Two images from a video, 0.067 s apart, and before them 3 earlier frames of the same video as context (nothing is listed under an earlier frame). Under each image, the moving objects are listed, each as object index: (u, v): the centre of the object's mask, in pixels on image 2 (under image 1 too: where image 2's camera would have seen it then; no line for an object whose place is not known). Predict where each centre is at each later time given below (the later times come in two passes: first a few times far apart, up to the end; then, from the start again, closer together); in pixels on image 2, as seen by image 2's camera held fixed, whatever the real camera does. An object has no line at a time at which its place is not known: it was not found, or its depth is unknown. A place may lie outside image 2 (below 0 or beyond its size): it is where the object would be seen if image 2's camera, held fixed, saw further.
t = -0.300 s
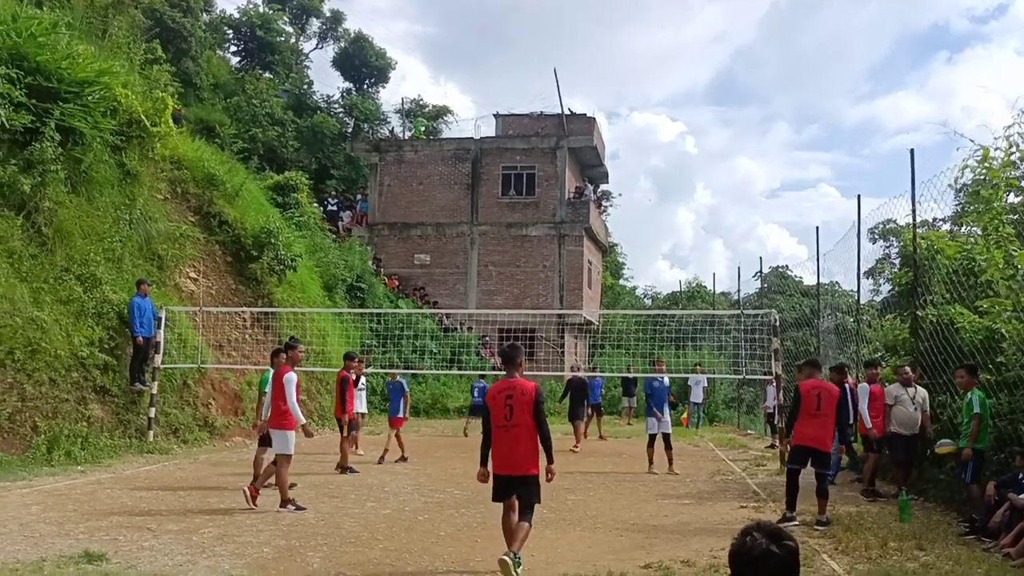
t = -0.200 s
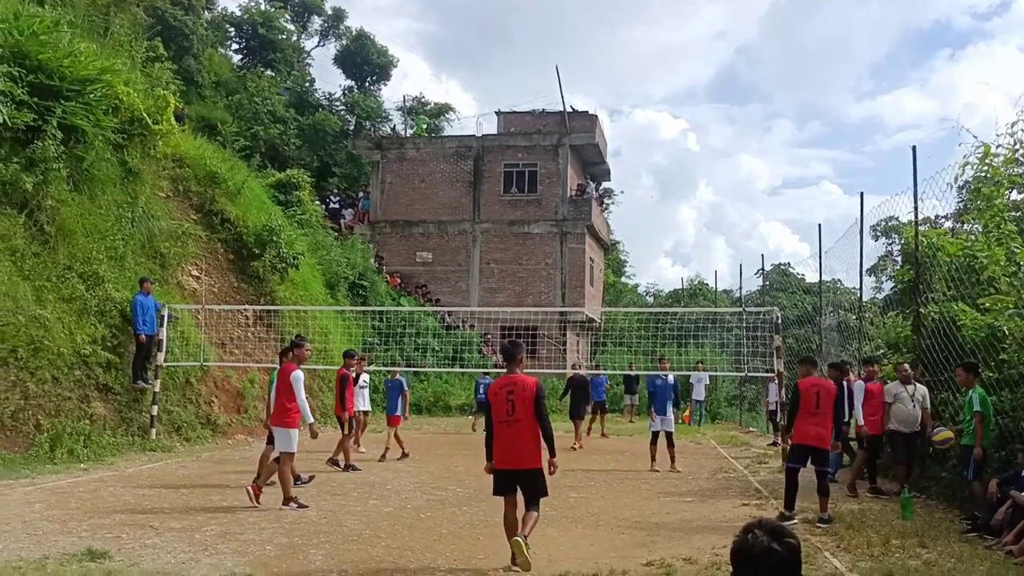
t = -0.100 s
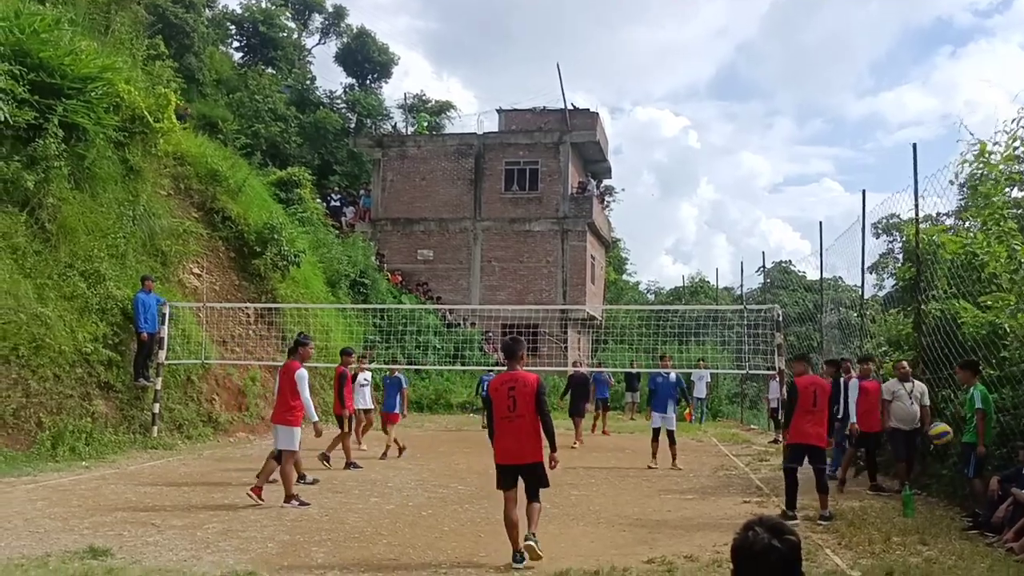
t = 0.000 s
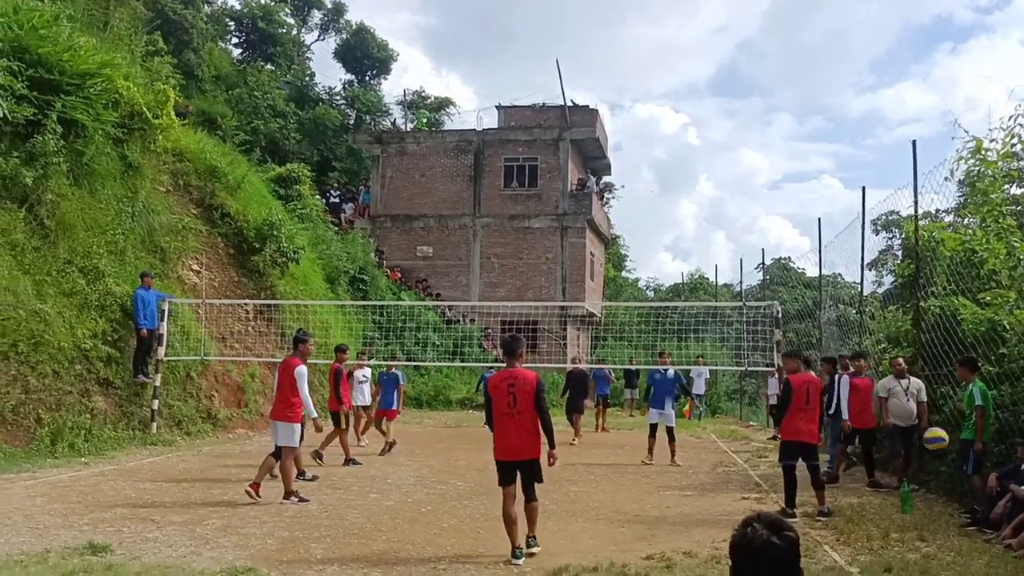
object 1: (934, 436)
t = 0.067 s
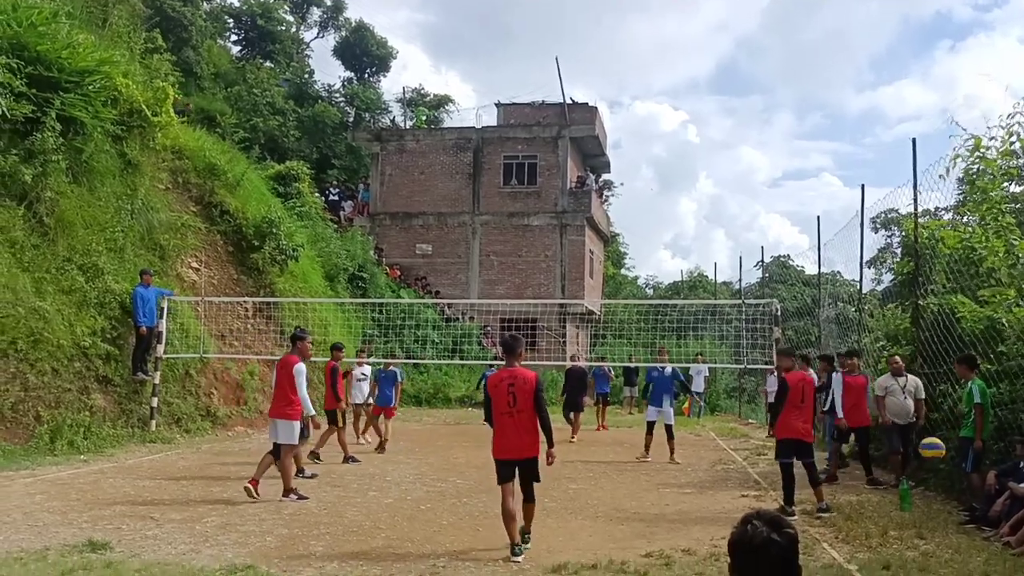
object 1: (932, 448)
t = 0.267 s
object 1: (924, 526)
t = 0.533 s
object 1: (909, 492)
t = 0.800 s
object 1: (892, 519)
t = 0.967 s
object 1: (881, 597)
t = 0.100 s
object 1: (930, 457)
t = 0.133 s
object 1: (929, 467)
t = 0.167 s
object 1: (928, 478)
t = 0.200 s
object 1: (927, 491)
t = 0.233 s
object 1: (926, 506)
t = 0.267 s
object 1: (924, 526)
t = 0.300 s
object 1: (924, 544)
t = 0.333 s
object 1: (921, 538)
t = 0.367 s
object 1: (919, 526)
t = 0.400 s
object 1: (918, 518)
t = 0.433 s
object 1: (916, 509)
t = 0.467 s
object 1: (914, 502)
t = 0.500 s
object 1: (912, 497)
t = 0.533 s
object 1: (909, 492)
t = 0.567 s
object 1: (908, 491)
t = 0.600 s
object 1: (906, 490)
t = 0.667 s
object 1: (902, 492)
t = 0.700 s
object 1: (899, 495)
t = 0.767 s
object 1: (894, 509)
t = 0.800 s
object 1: (892, 519)
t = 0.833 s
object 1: (891, 531)
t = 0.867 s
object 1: (888, 545)
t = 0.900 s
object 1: (886, 559)
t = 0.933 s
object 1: (884, 579)
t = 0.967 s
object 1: (881, 597)
